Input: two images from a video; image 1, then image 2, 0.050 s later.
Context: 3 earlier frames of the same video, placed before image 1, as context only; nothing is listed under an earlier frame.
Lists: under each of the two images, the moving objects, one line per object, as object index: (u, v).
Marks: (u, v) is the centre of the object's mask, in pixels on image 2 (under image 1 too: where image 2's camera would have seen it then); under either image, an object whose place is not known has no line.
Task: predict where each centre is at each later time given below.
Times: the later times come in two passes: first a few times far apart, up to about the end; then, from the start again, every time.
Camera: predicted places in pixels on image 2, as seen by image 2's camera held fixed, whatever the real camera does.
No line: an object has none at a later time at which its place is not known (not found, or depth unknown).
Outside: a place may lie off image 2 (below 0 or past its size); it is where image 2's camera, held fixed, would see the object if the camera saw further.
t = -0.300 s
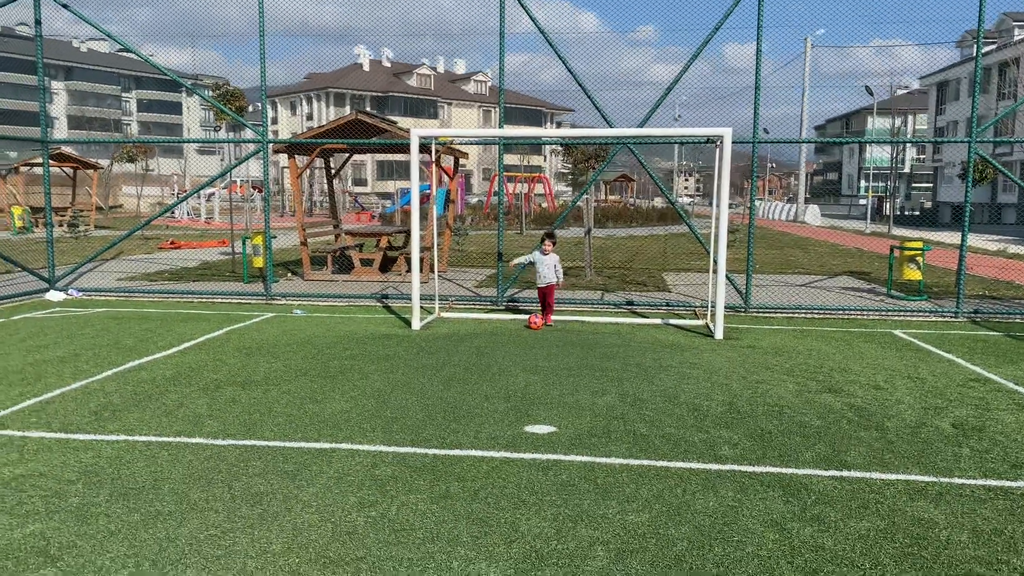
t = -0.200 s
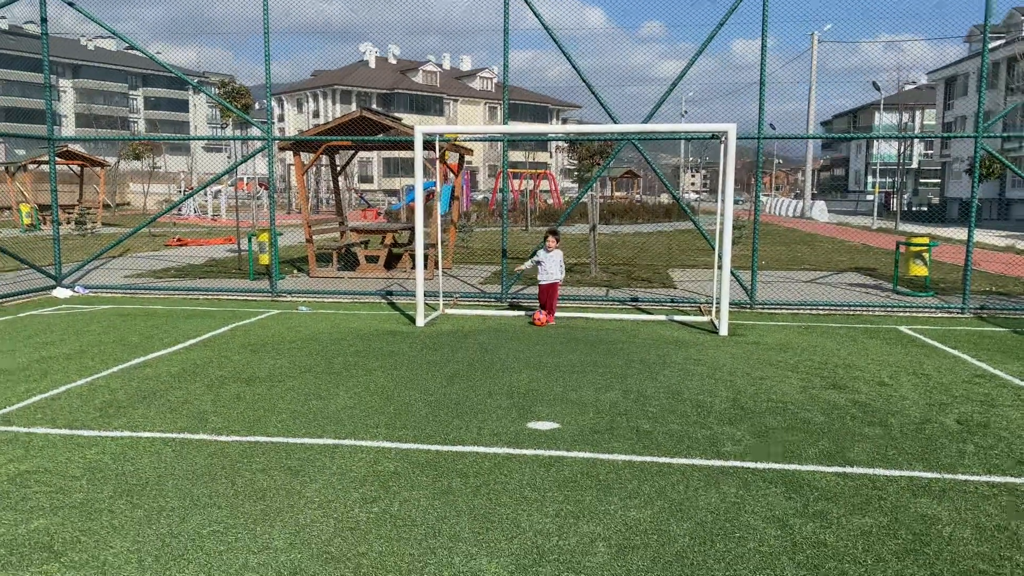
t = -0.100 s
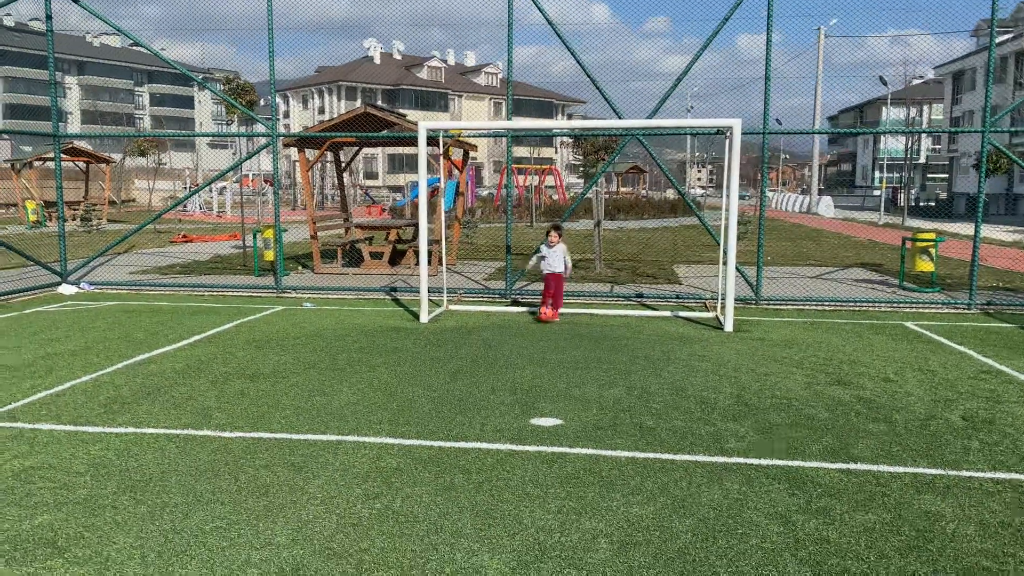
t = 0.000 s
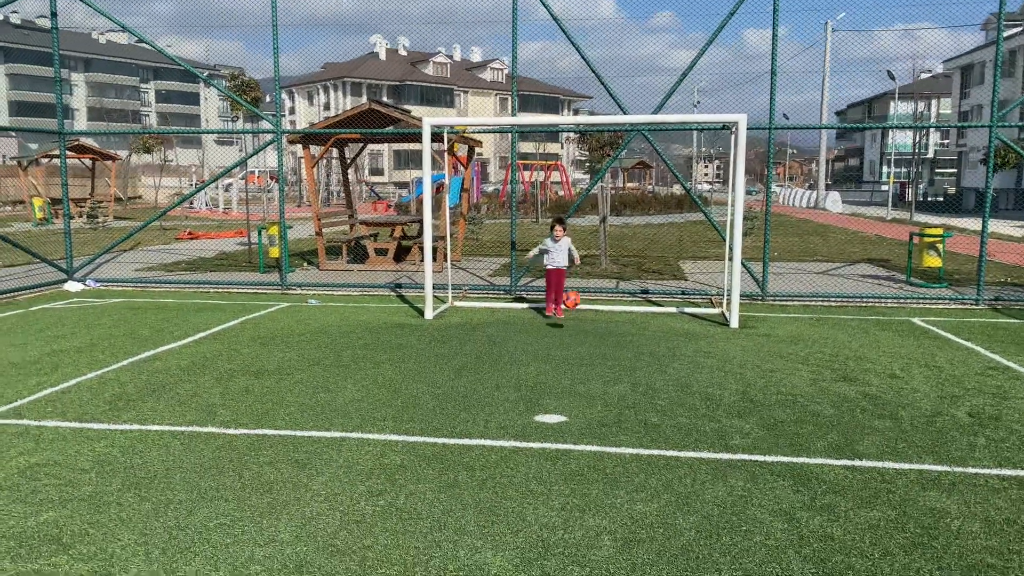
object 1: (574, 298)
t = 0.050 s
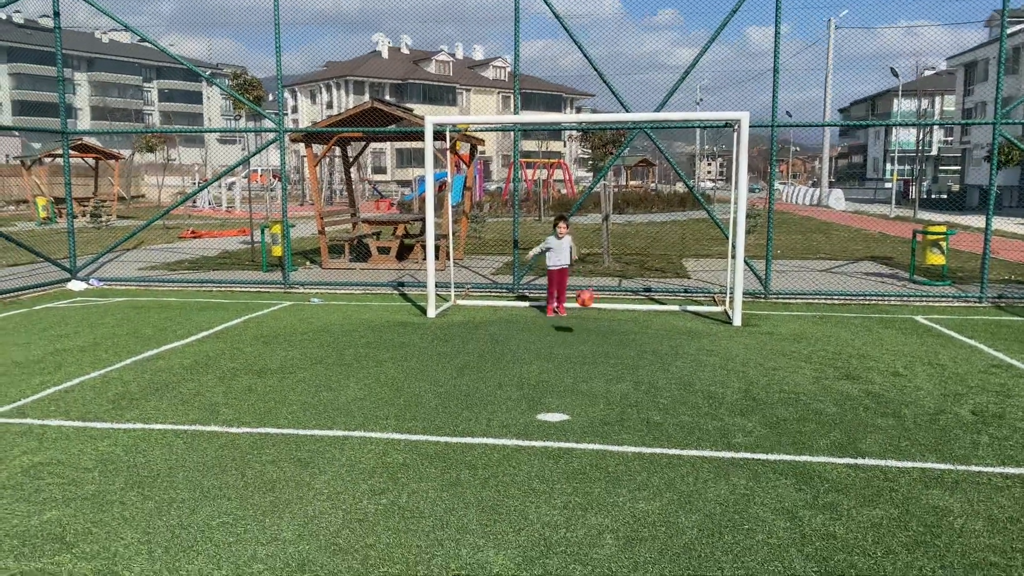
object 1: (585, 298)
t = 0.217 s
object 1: (633, 318)
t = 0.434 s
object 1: (712, 385)
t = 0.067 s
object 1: (589, 298)
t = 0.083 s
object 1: (594, 299)
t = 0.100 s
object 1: (598, 300)
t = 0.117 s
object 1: (602, 301)
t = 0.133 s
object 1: (607, 302)
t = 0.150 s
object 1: (612, 304)
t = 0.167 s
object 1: (617, 308)
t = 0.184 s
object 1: (622, 311)
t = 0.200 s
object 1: (628, 314)
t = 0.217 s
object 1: (633, 318)
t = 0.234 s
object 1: (639, 324)
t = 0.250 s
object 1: (646, 329)
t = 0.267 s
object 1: (652, 334)
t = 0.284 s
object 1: (658, 340)
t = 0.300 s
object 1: (665, 347)
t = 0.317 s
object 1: (671, 354)
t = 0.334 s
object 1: (677, 363)
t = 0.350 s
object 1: (685, 372)
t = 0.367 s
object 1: (693, 381)
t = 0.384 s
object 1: (700, 390)
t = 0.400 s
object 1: (704, 390)
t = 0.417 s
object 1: (708, 388)
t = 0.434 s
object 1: (712, 385)
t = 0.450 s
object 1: (715, 384)
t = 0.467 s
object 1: (720, 382)
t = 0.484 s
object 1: (725, 380)
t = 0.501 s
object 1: (729, 379)
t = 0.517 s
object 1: (733, 378)
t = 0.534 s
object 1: (736, 379)
